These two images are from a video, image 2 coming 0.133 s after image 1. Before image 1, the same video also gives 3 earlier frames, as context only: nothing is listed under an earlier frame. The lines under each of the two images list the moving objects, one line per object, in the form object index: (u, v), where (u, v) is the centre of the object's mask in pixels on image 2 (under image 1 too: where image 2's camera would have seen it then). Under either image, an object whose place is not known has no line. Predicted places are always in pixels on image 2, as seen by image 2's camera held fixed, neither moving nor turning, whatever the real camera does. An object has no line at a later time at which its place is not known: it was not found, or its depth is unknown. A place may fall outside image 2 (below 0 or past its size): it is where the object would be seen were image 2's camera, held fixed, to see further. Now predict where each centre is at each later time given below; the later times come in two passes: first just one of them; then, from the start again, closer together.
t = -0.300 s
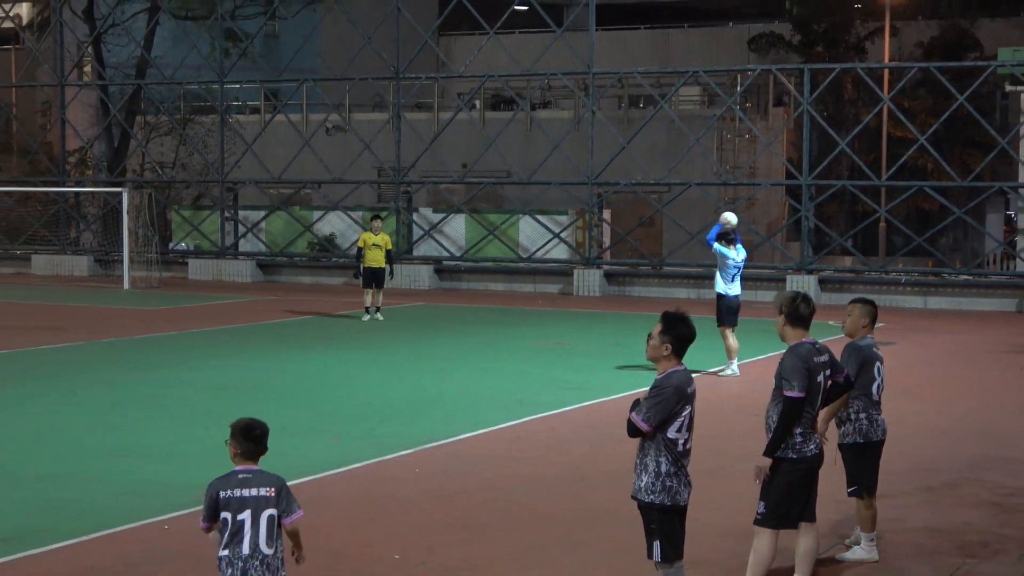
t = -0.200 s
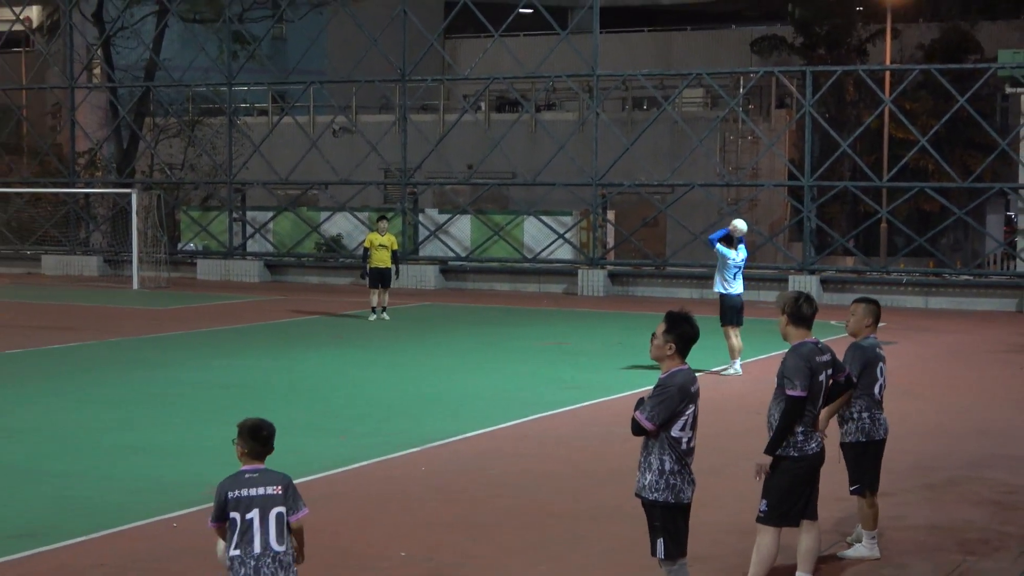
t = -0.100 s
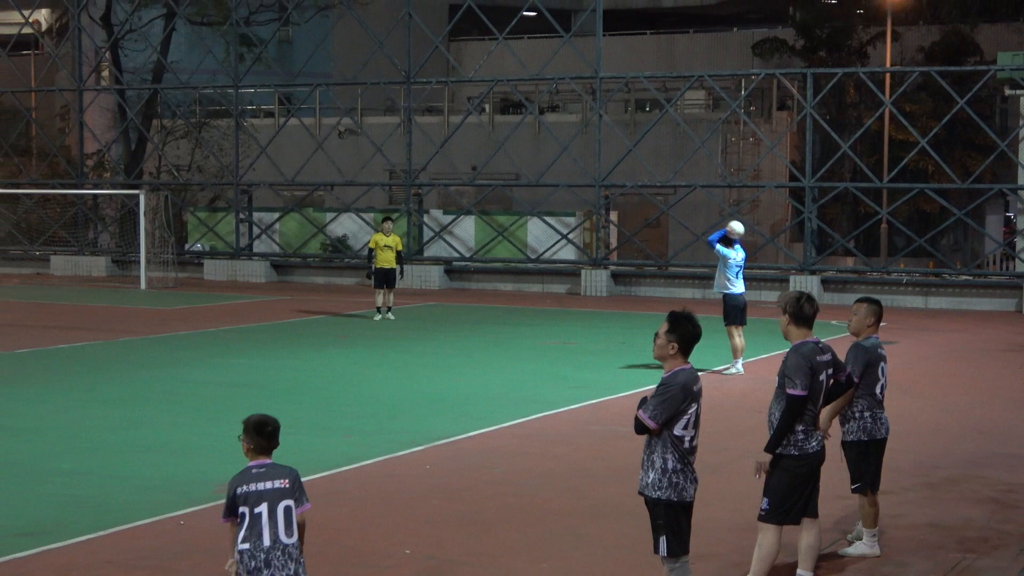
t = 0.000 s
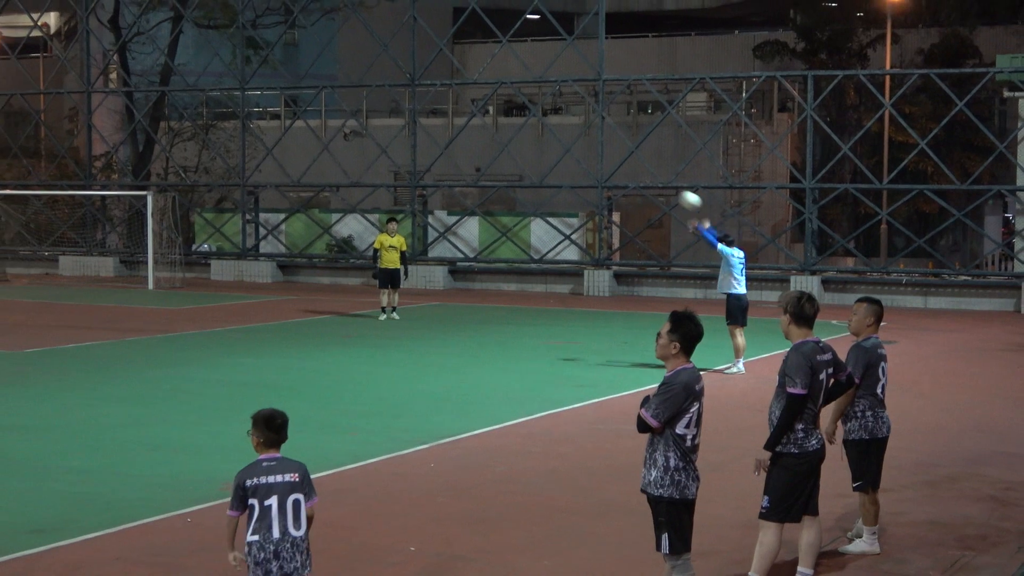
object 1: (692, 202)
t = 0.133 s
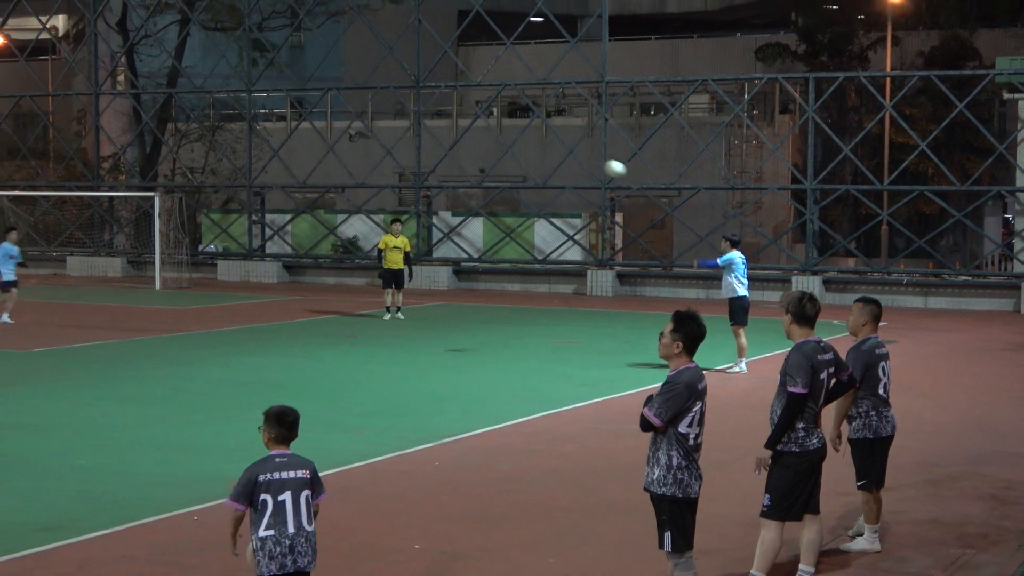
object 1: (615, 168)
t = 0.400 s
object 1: (485, 148)
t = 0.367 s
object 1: (498, 147)
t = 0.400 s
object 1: (485, 148)
